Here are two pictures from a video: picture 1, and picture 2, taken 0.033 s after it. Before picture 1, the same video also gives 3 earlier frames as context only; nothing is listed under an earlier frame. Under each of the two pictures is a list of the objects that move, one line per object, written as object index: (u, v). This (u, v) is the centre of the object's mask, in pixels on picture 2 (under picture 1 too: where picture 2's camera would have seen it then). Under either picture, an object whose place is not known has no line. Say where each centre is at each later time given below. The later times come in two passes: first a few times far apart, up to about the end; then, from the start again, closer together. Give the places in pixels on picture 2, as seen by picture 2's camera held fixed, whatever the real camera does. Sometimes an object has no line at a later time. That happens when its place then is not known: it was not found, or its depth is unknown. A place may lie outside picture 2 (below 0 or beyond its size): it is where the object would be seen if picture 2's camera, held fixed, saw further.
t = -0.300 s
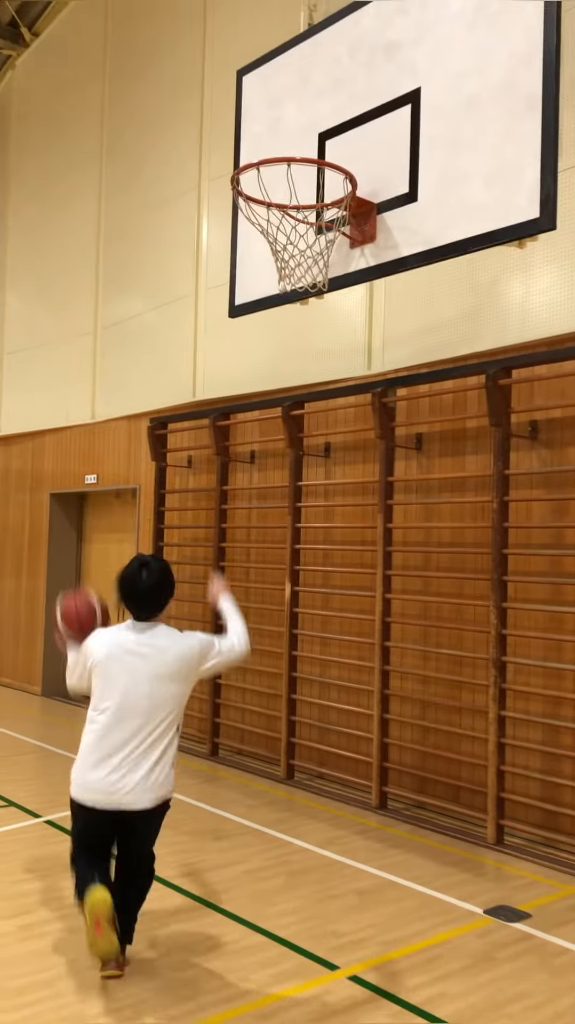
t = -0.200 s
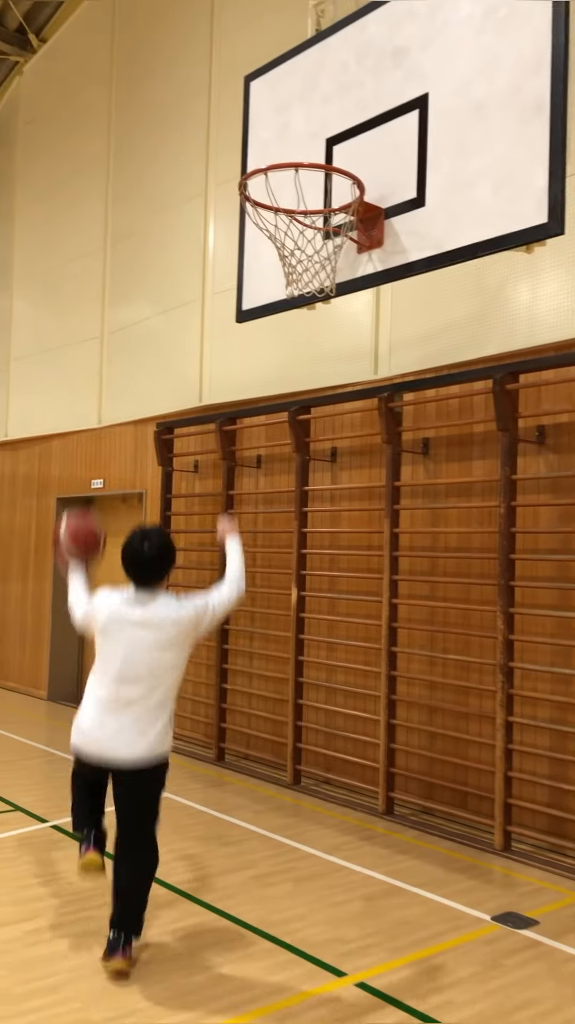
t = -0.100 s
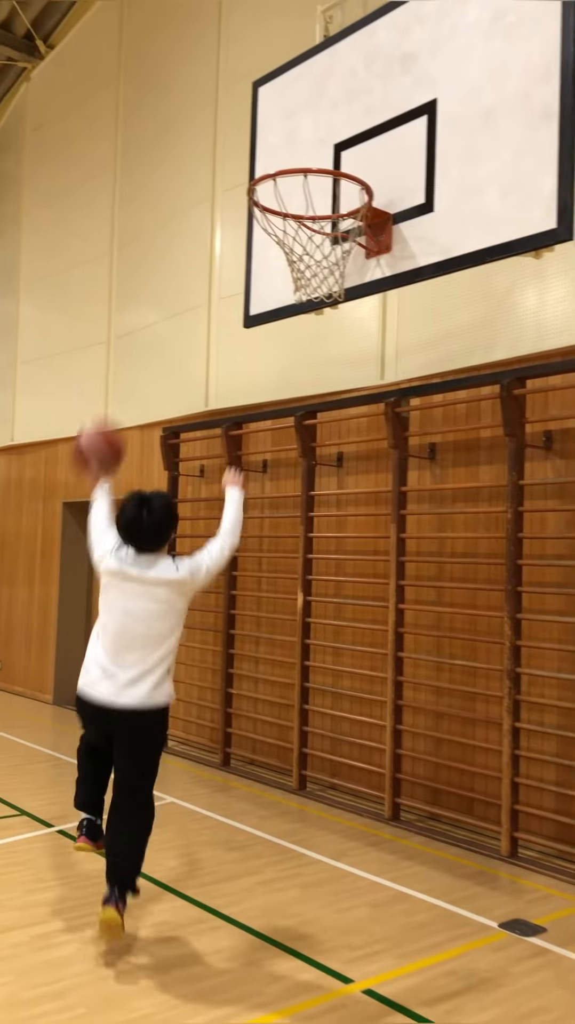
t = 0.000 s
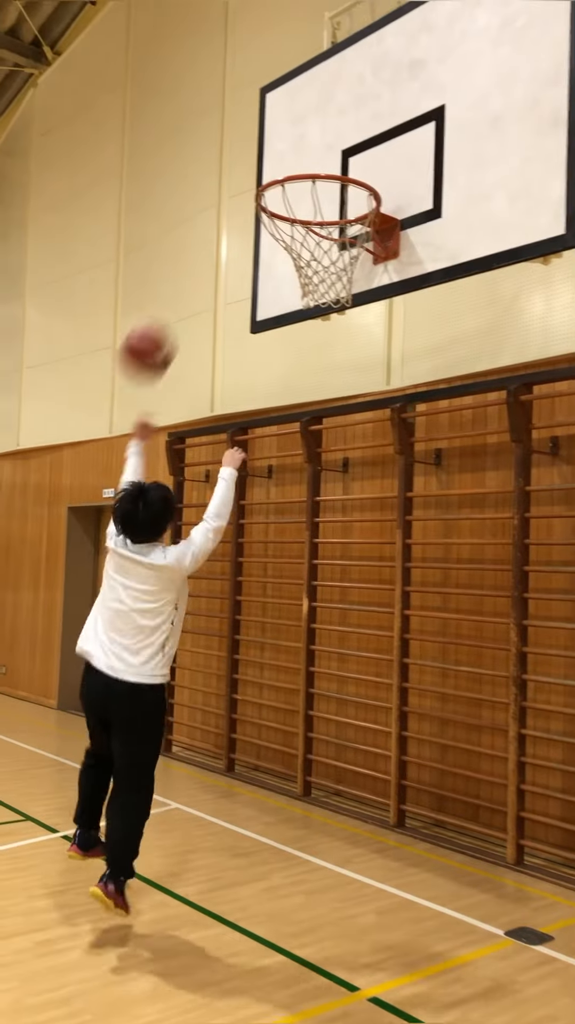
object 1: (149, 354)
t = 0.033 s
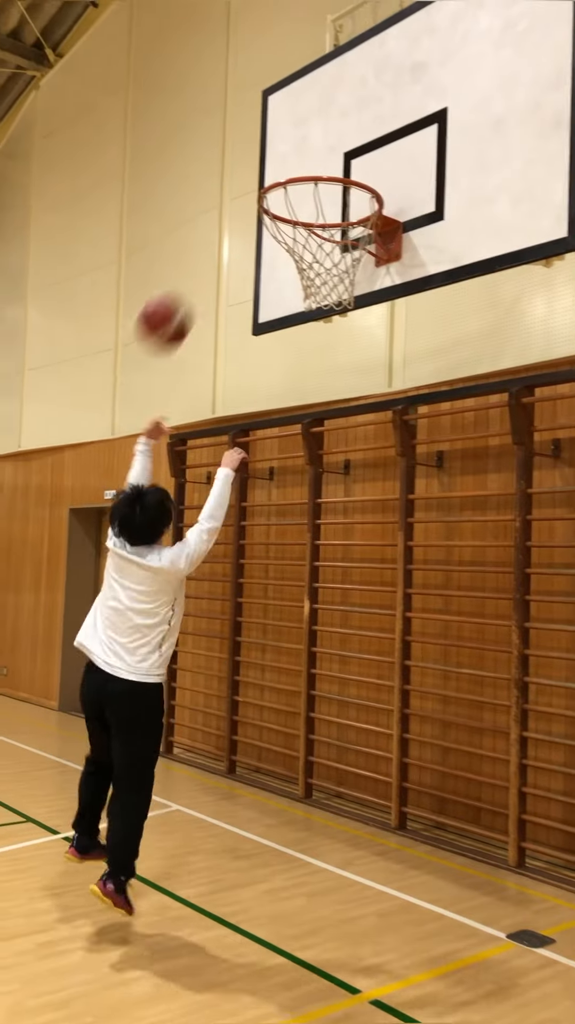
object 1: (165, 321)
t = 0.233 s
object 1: (251, 181)
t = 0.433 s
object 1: (310, 121)
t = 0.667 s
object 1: (308, 155)
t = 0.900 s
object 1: (310, 271)
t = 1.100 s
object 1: (330, 379)
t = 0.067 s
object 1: (180, 292)
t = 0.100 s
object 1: (194, 265)
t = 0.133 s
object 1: (208, 241)
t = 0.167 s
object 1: (223, 218)
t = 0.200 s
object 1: (236, 199)
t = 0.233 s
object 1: (251, 181)
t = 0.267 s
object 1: (265, 164)
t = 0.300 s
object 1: (280, 152)
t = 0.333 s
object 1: (295, 141)
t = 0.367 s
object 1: (309, 133)
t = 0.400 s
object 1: (310, 126)
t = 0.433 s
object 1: (310, 121)
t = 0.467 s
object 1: (310, 120)
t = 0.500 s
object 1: (310, 120)
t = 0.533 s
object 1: (310, 123)
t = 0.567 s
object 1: (309, 129)
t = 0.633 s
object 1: (308, 145)
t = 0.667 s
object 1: (308, 155)
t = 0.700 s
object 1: (308, 175)
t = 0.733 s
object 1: (307, 197)
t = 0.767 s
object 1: (305, 220)
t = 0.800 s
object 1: (303, 240)
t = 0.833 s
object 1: (304, 248)
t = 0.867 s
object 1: (306, 256)
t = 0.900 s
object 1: (310, 271)
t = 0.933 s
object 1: (314, 280)
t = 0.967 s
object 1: (317, 294)
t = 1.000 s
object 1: (320, 311)
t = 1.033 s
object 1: (324, 333)
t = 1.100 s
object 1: (330, 379)
